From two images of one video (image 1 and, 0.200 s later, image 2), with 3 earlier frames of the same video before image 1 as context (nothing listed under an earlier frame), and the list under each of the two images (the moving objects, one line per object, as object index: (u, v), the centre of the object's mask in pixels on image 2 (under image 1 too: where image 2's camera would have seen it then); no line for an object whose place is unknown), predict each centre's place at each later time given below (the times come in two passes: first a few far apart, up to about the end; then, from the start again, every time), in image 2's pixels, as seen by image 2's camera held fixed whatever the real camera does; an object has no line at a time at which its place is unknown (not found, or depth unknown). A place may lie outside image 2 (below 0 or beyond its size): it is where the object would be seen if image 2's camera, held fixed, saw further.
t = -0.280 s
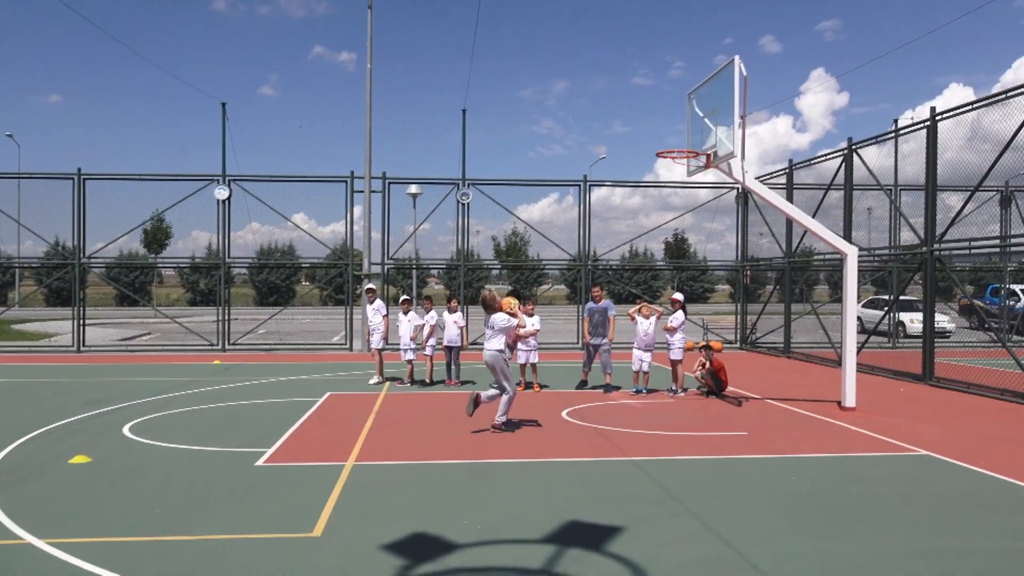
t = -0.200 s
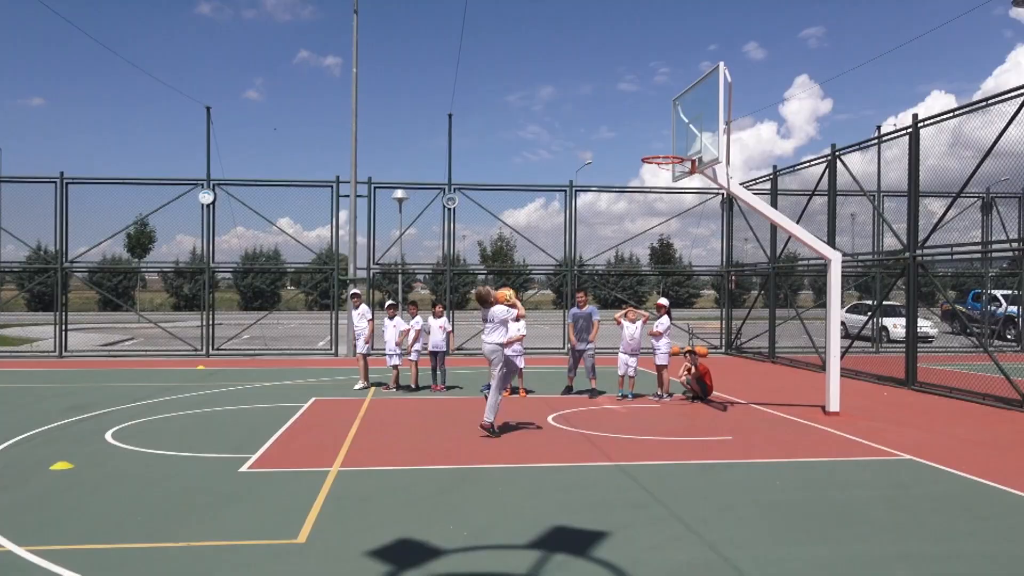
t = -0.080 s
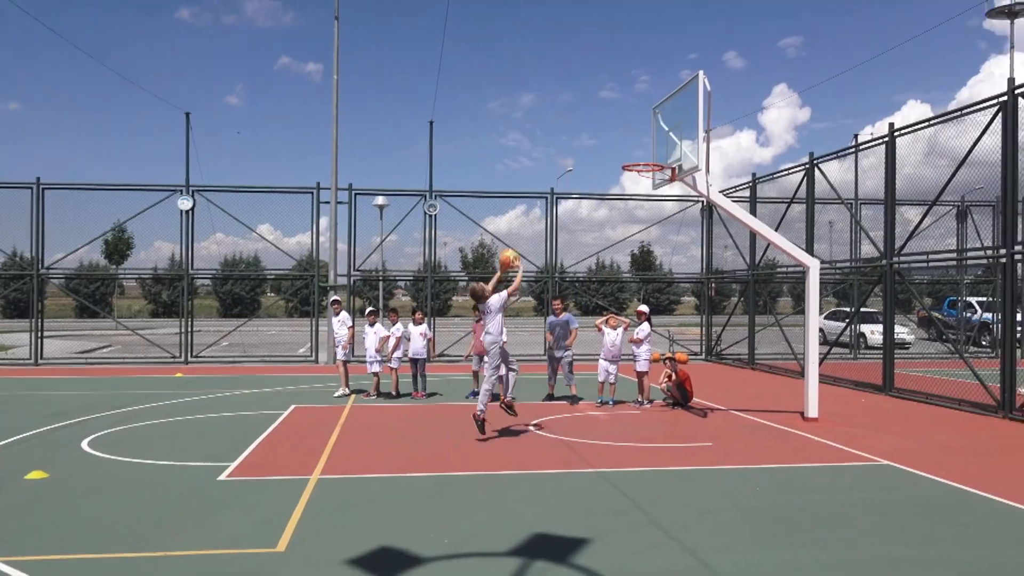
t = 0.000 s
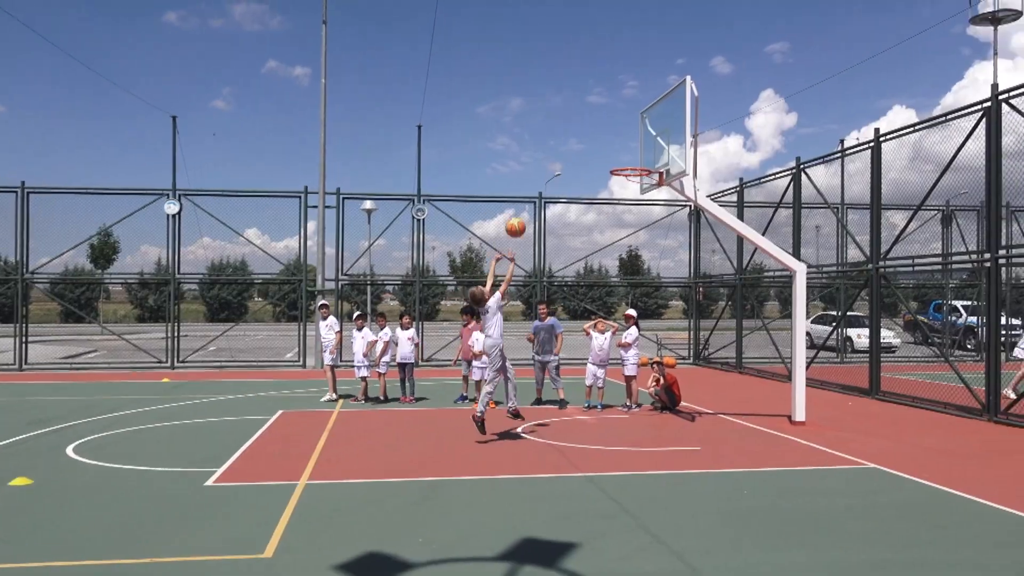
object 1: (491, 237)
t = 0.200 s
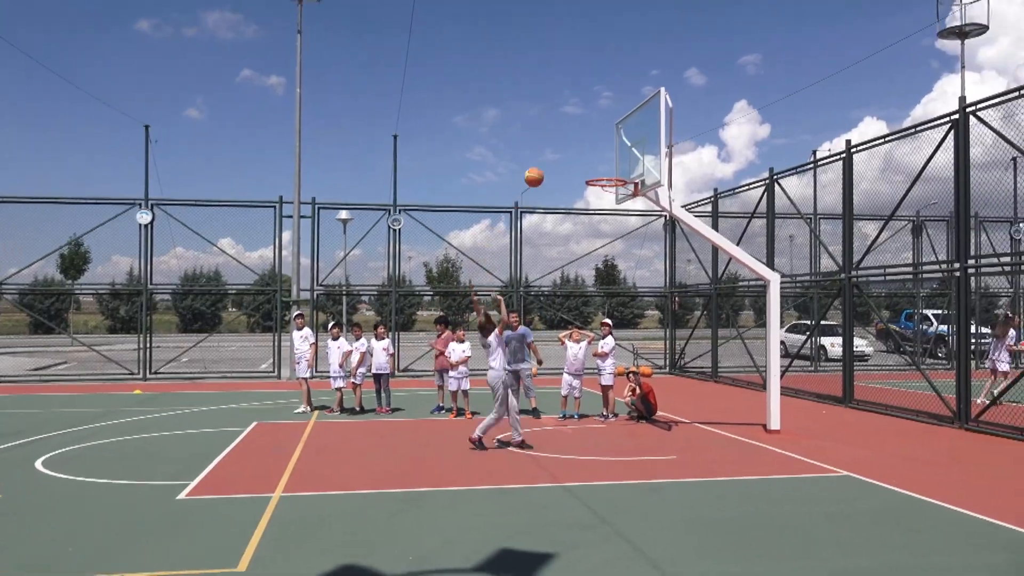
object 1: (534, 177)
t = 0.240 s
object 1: (542, 170)
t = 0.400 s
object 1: (571, 156)
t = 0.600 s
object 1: (605, 168)
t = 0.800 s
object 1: (591, 202)
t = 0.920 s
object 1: (569, 235)
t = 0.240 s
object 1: (542, 170)
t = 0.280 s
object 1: (549, 164)
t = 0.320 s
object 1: (557, 160)
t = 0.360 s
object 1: (564, 157)
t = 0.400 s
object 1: (571, 156)
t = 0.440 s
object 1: (578, 156)
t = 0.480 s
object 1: (585, 157)
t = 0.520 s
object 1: (592, 159)
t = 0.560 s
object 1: (598, 163)
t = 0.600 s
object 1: (605, 168)
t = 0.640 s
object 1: (611, 172)
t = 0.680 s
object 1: (614, 180)
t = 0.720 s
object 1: (606, 187)
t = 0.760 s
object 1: (599, 194)
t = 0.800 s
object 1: (591, 202)
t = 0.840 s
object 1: (584, 212)
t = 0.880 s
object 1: (576, 222)
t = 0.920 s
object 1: (569, 235)
